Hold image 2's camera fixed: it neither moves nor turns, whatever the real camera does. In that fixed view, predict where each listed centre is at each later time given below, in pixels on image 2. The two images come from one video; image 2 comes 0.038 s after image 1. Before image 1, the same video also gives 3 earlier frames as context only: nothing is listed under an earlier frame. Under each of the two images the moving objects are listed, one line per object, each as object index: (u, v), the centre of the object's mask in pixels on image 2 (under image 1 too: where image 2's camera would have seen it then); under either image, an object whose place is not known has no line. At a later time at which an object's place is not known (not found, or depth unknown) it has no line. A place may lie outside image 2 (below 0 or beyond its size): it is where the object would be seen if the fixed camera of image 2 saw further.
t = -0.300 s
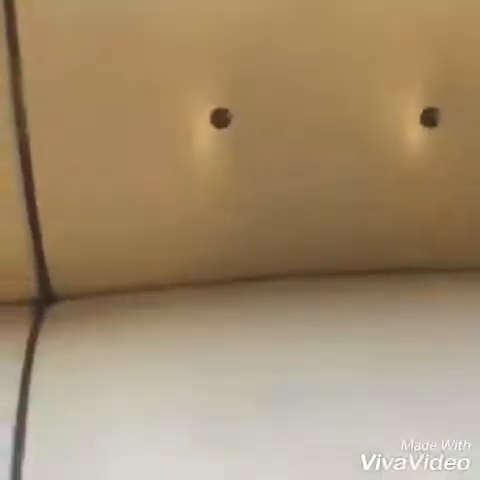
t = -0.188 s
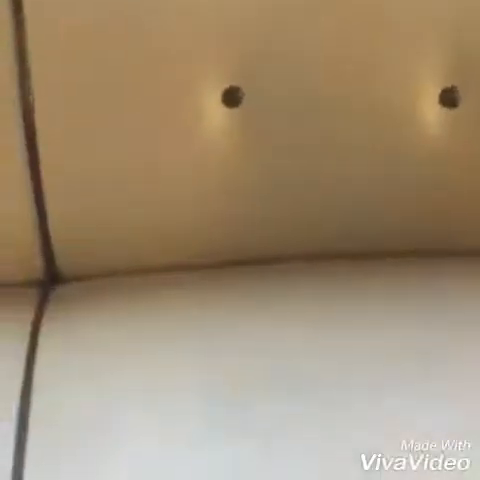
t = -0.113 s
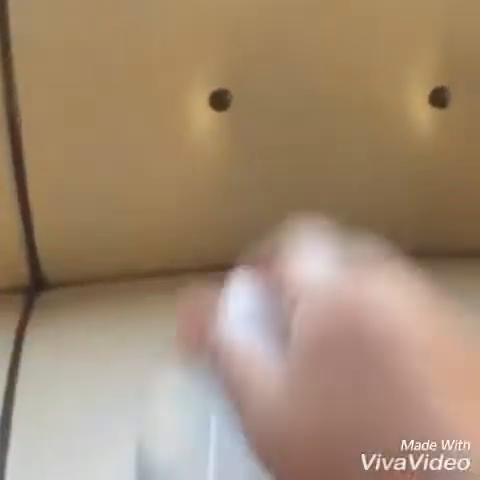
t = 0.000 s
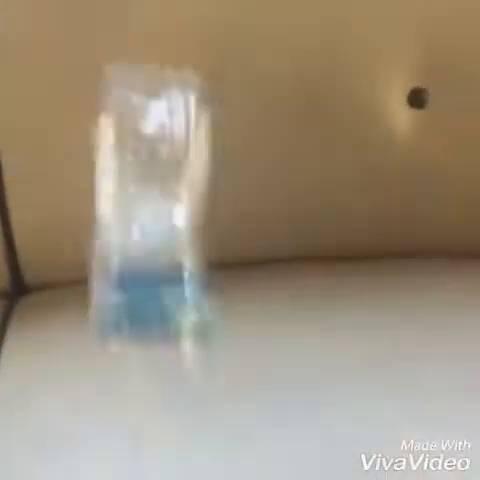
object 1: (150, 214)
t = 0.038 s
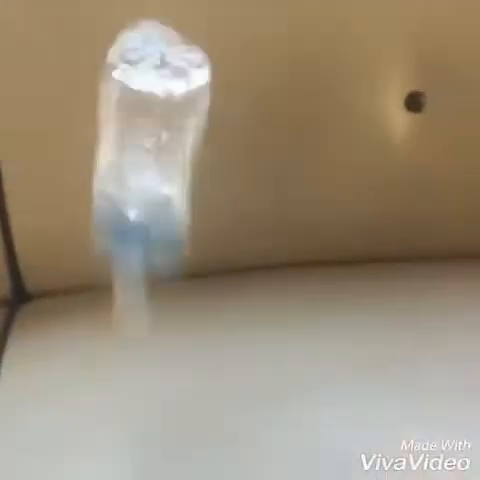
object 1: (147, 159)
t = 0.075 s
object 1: (151, 99)
